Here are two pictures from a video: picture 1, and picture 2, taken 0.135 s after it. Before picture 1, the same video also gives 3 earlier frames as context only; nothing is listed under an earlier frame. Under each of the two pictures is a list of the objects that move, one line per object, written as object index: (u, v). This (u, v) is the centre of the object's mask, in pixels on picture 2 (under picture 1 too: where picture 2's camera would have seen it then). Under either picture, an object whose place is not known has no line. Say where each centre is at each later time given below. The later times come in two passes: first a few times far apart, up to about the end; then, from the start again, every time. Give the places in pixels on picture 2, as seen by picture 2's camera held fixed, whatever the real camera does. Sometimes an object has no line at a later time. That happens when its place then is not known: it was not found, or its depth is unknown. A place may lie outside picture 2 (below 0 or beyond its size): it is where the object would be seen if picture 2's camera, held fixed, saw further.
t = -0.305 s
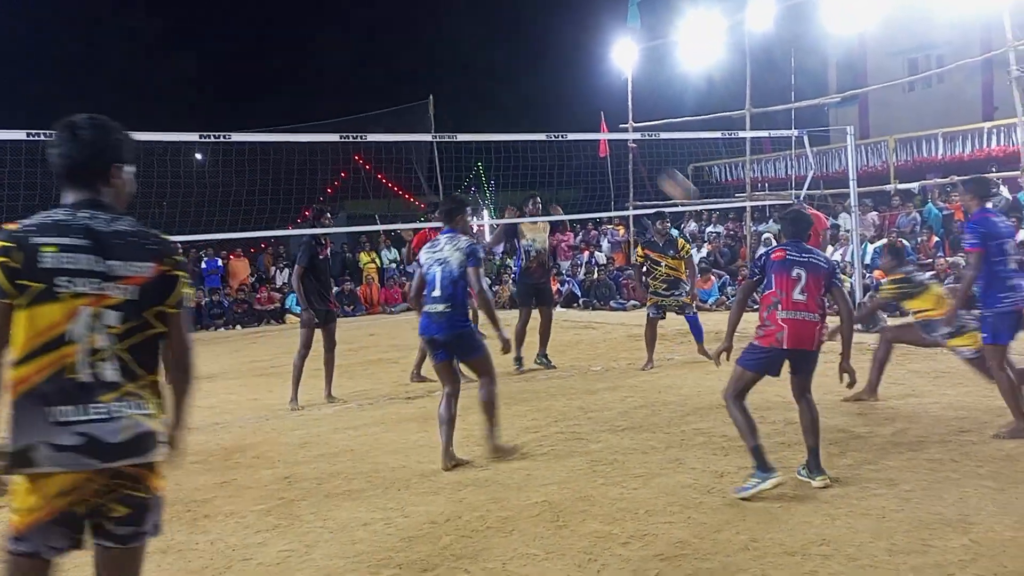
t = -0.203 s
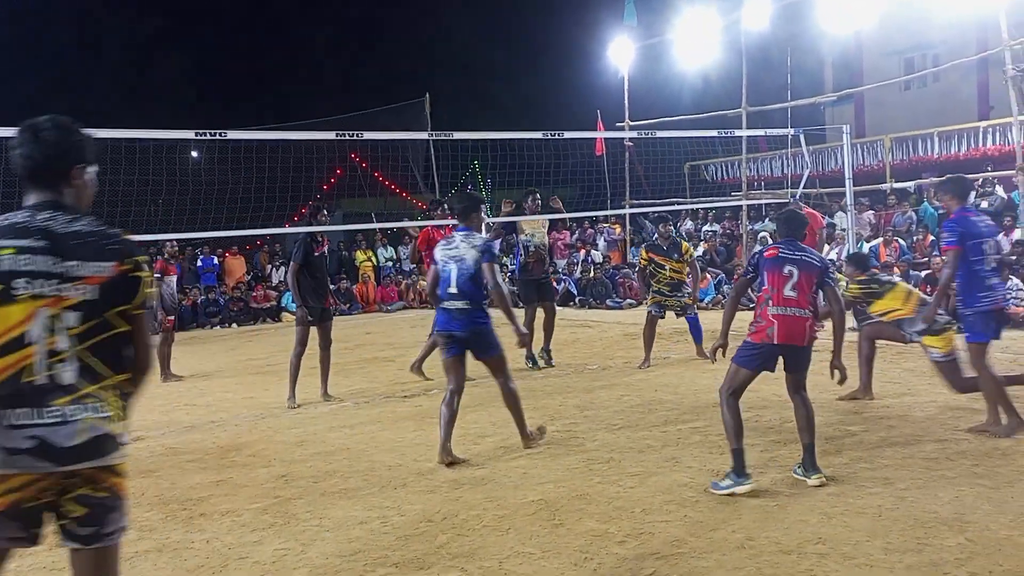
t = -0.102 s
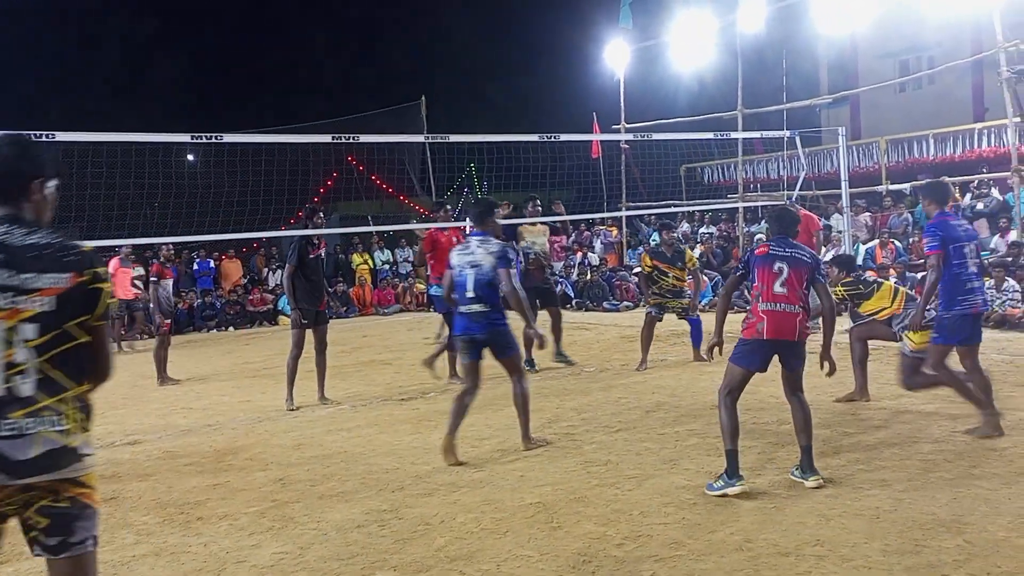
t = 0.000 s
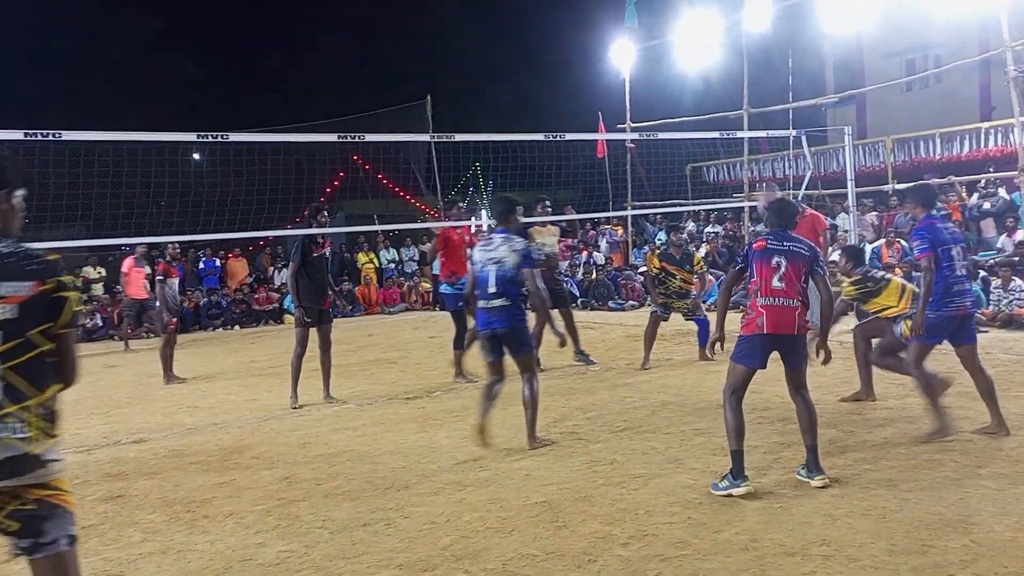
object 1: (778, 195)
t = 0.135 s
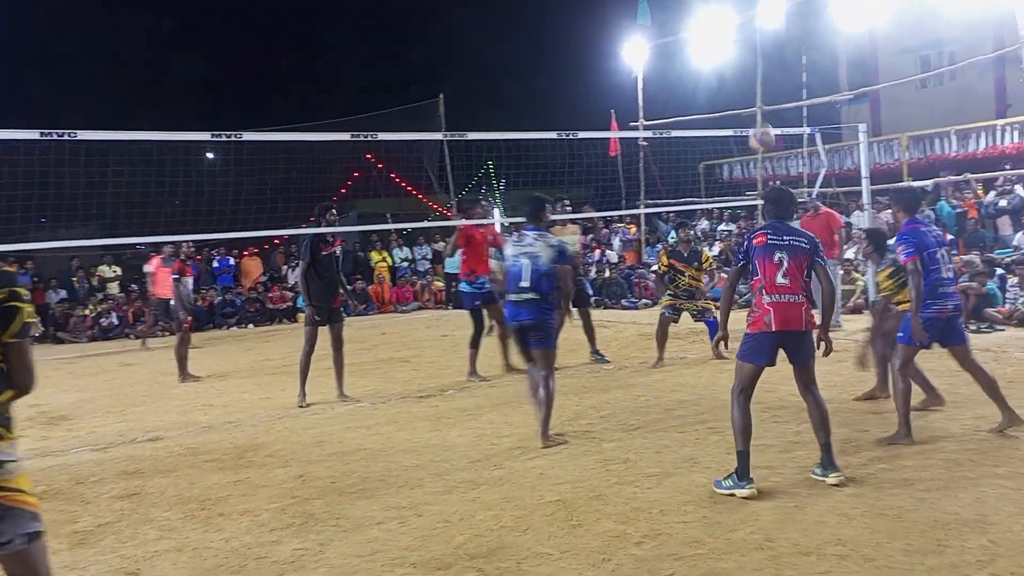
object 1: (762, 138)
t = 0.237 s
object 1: (748, 106)
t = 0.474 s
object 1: (722, 83)
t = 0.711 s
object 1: (701, 118)
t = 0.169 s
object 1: (756, 126)
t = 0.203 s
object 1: (752, 116)
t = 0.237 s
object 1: (748, 106)
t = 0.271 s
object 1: (744, 99)
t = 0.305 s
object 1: (740, 93)
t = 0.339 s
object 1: (736, 89)
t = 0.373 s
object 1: (732, 86)
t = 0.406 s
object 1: (729, 84)
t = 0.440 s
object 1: (725, 82)
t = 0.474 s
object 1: (722, 83)
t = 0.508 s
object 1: (719, 85)
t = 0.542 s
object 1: (715, 88)
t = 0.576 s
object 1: (713, 92)
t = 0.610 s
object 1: (710, 96)
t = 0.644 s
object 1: (707, 102)
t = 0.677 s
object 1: (704, 109)
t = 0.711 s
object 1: (701, 118)
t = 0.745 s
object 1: (698, 129)
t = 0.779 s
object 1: (695, 138)
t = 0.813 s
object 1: (693, 151)
